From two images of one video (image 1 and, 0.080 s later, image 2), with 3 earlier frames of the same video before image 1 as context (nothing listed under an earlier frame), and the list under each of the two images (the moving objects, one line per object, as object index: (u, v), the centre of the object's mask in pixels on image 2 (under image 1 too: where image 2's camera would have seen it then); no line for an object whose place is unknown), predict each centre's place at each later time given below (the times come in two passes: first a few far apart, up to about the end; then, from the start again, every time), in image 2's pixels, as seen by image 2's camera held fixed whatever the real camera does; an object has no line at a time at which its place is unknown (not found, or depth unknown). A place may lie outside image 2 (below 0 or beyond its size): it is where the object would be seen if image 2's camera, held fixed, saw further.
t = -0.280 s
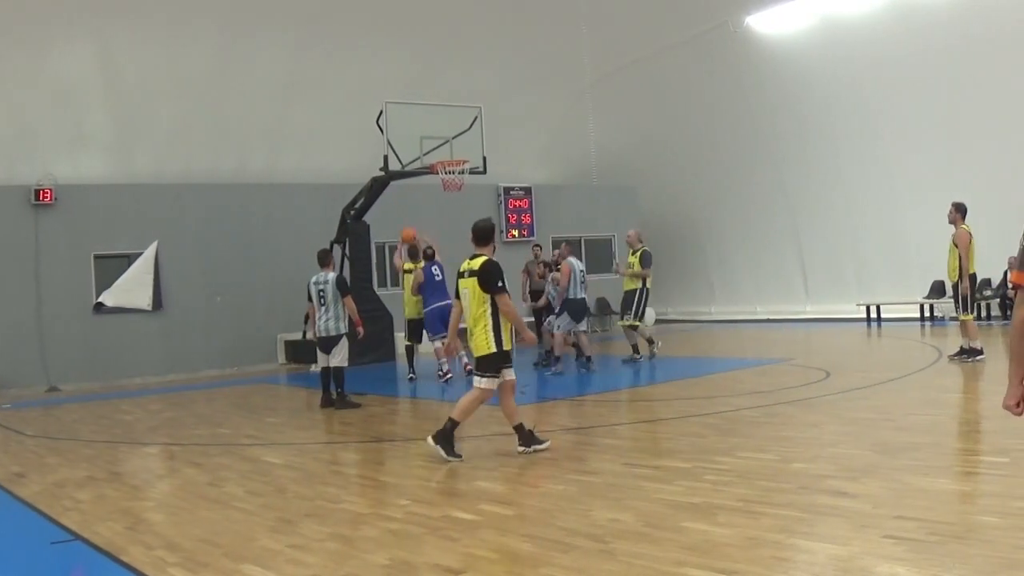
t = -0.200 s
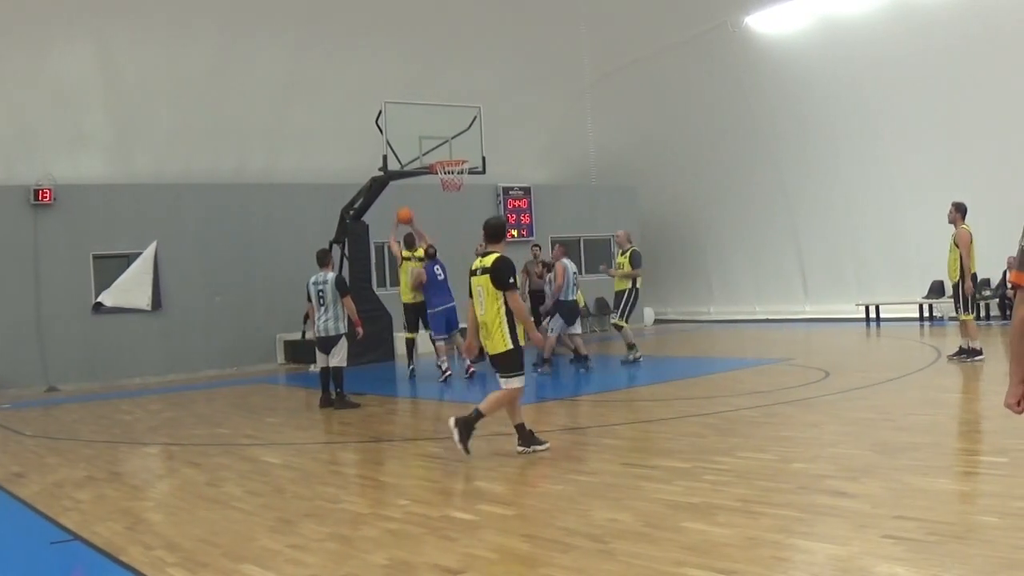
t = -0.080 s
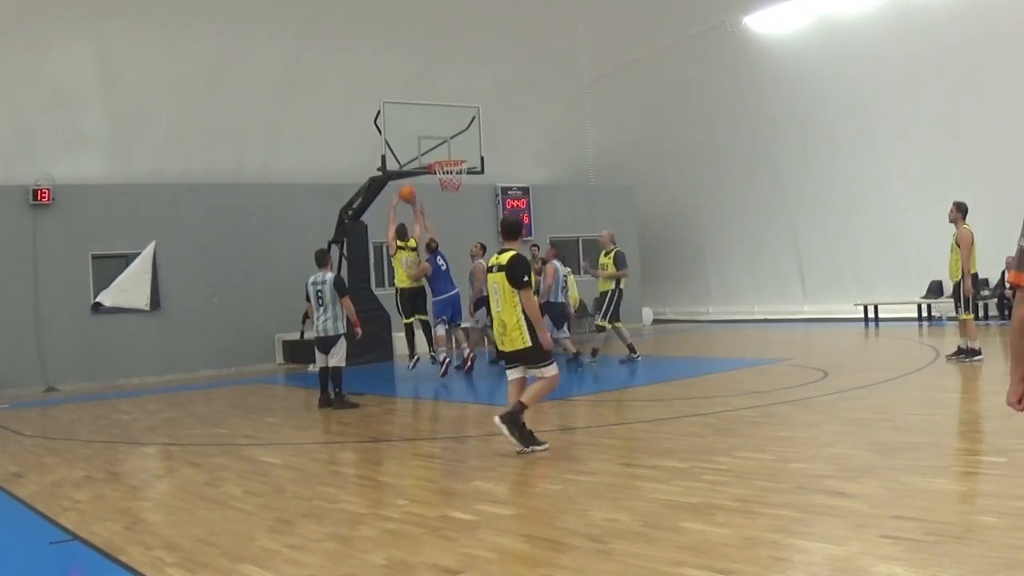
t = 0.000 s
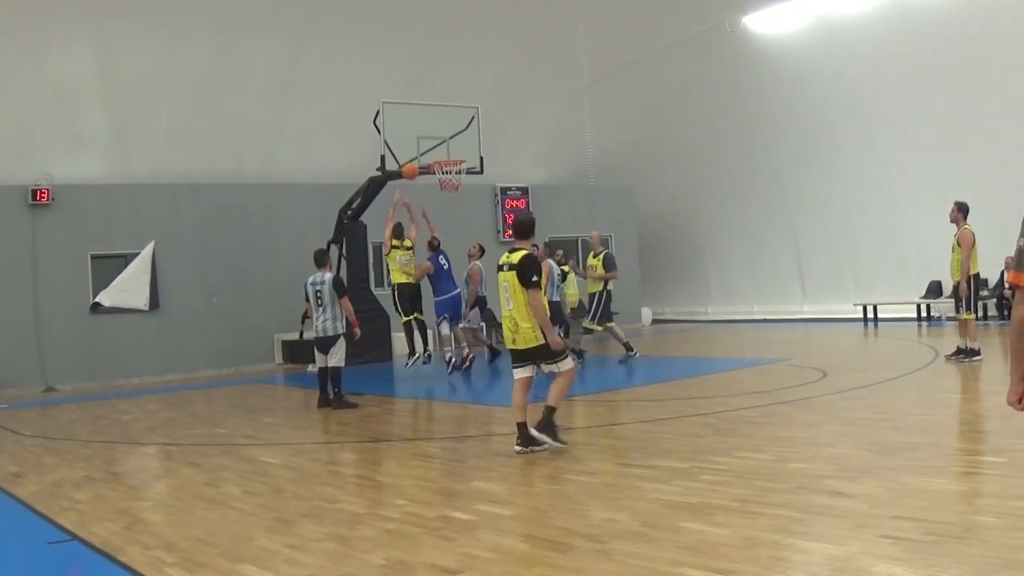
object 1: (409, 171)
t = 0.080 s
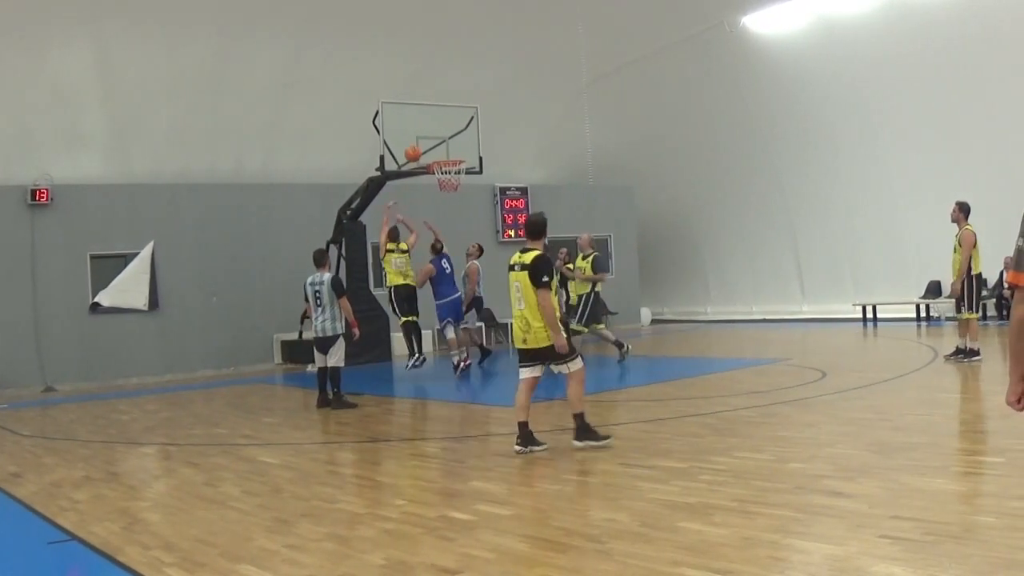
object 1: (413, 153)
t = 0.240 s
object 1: (420, 132)
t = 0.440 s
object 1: (432, 131)
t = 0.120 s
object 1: (414, 146)
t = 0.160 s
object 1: (416, 140)
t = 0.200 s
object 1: (418, 136)
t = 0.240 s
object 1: (420, 132)
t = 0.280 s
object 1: (422, 129)
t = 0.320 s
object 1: (424, 128)
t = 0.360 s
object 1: (426, 128)
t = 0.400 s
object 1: (429, 129)
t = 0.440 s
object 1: (432, 131)
